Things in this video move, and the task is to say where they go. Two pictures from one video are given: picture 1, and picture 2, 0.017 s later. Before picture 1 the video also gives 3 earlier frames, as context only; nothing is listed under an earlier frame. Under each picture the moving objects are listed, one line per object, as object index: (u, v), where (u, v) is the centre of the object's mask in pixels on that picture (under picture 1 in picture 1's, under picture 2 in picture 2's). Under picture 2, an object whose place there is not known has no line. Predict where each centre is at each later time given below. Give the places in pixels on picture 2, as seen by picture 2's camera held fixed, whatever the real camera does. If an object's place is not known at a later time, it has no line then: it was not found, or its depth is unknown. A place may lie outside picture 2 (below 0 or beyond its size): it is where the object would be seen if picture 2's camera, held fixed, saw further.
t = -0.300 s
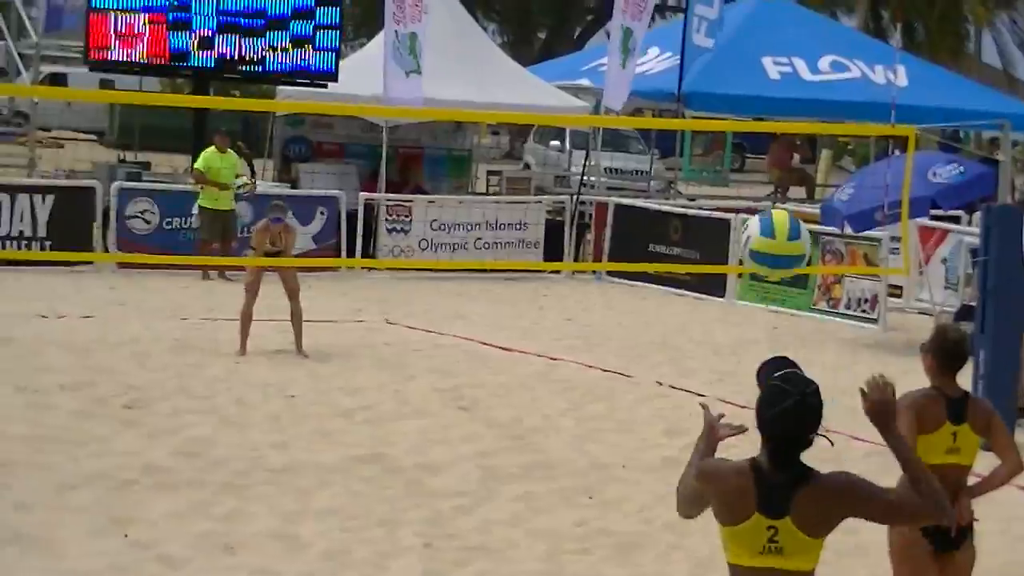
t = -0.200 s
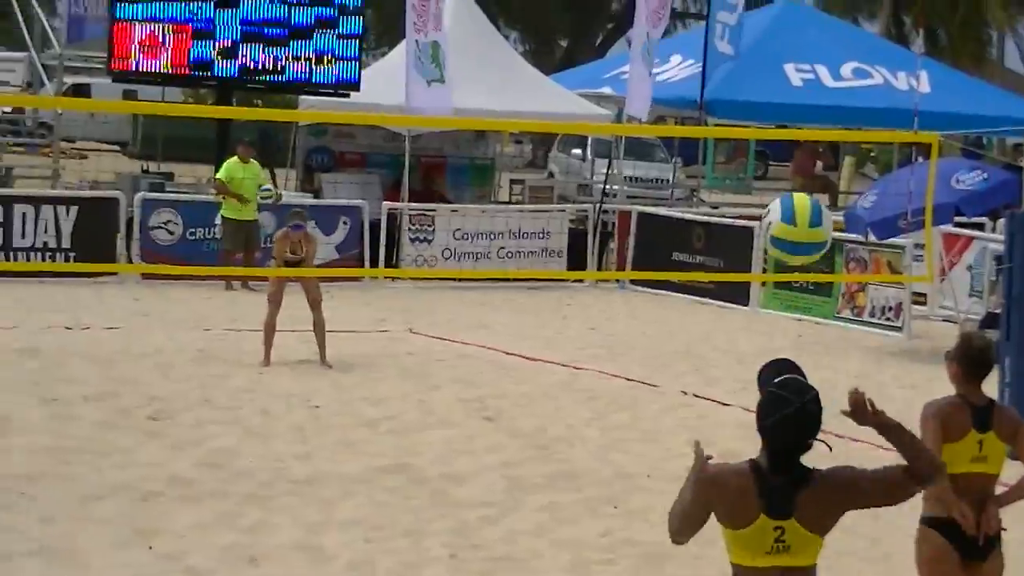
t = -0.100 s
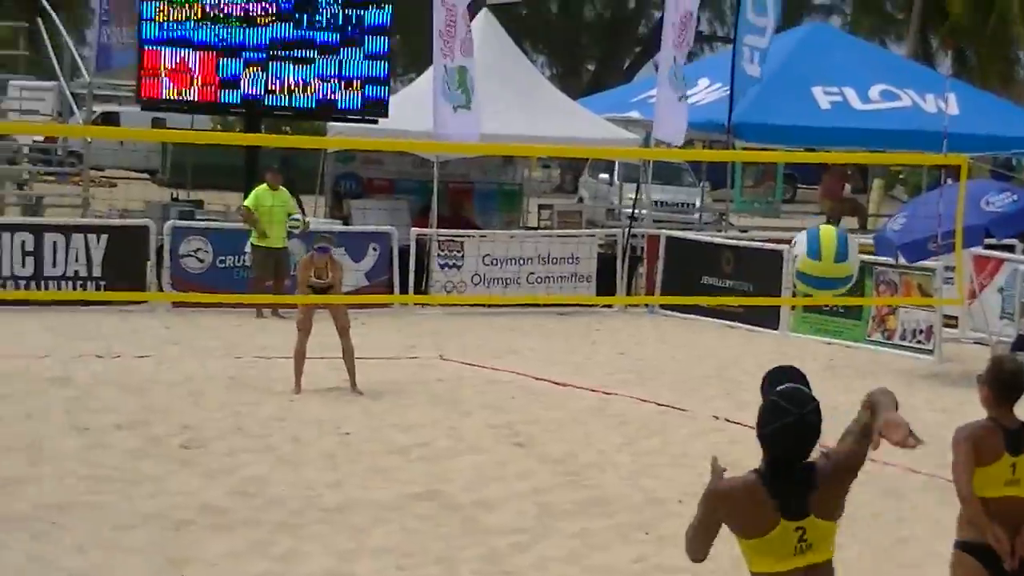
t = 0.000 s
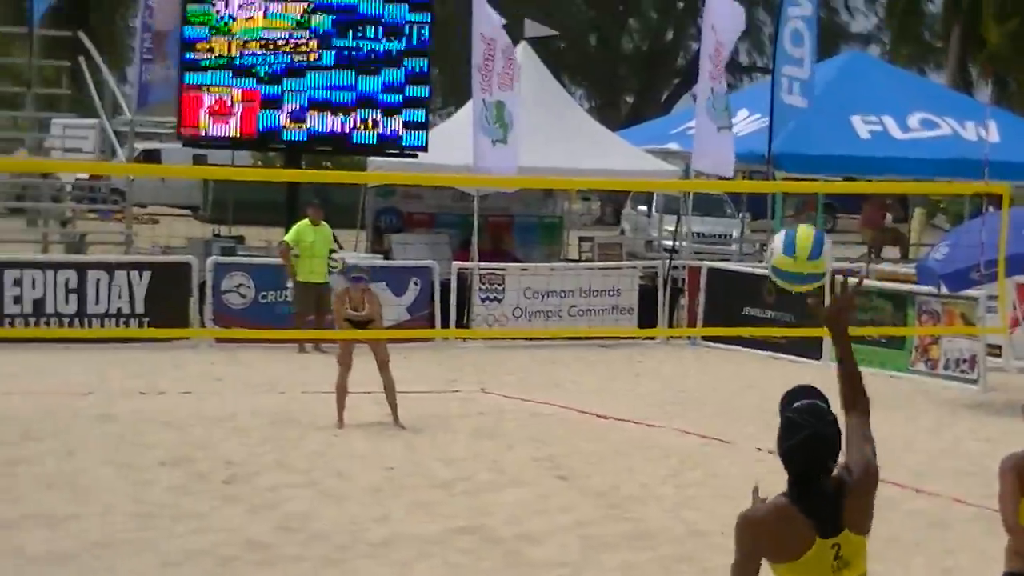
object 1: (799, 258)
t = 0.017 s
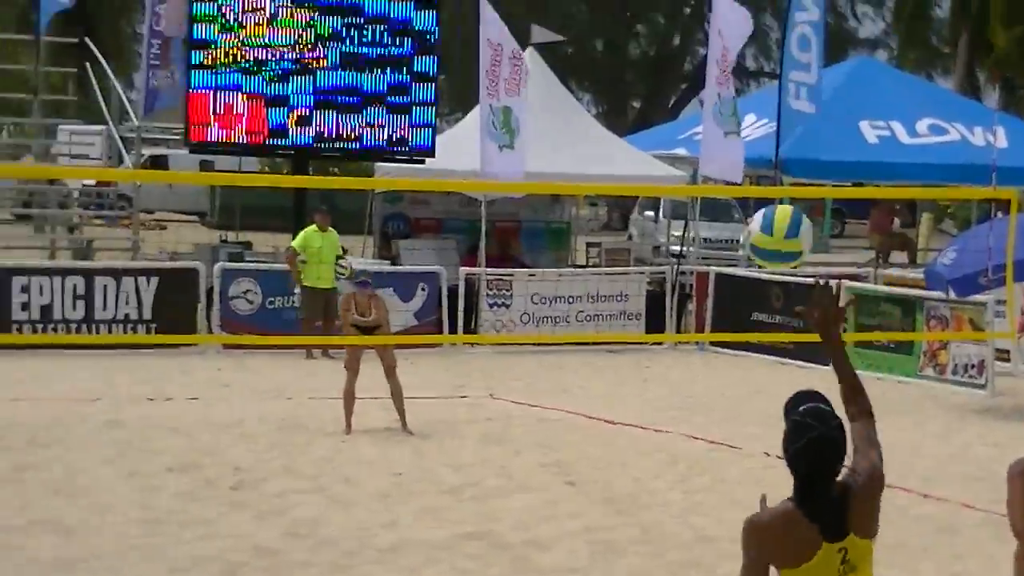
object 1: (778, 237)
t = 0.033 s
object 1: (750, 213)
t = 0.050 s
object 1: (723, 190)
